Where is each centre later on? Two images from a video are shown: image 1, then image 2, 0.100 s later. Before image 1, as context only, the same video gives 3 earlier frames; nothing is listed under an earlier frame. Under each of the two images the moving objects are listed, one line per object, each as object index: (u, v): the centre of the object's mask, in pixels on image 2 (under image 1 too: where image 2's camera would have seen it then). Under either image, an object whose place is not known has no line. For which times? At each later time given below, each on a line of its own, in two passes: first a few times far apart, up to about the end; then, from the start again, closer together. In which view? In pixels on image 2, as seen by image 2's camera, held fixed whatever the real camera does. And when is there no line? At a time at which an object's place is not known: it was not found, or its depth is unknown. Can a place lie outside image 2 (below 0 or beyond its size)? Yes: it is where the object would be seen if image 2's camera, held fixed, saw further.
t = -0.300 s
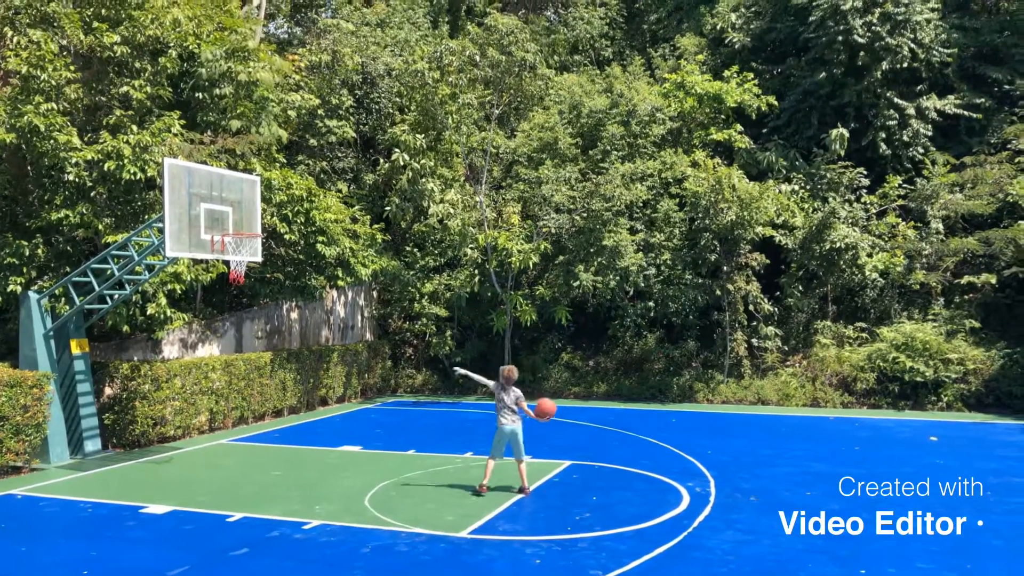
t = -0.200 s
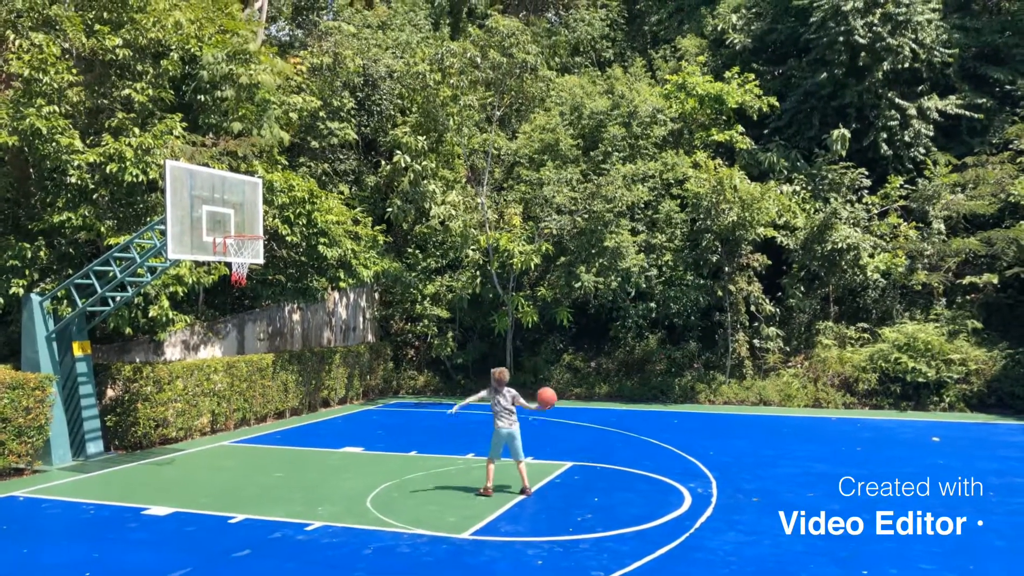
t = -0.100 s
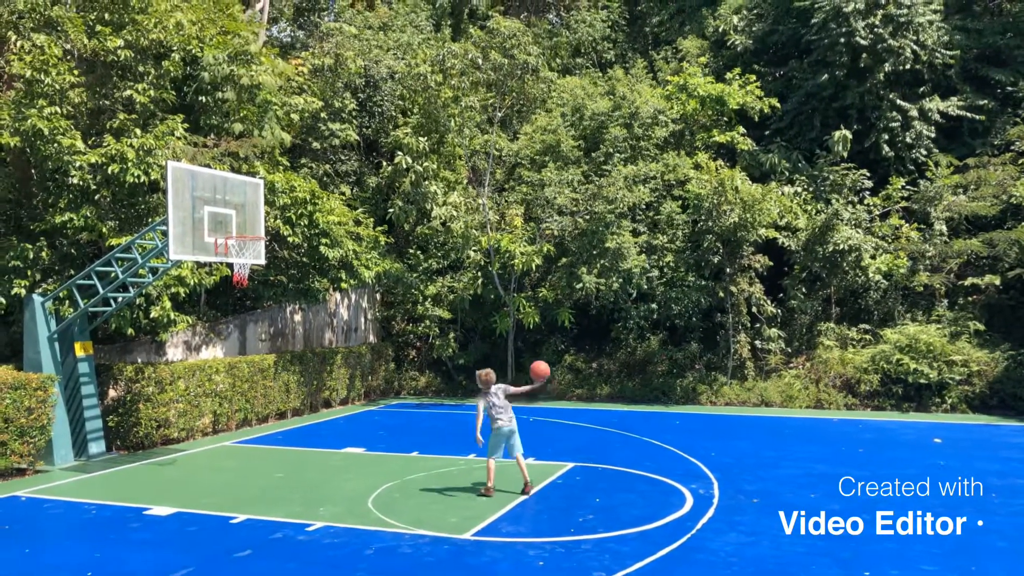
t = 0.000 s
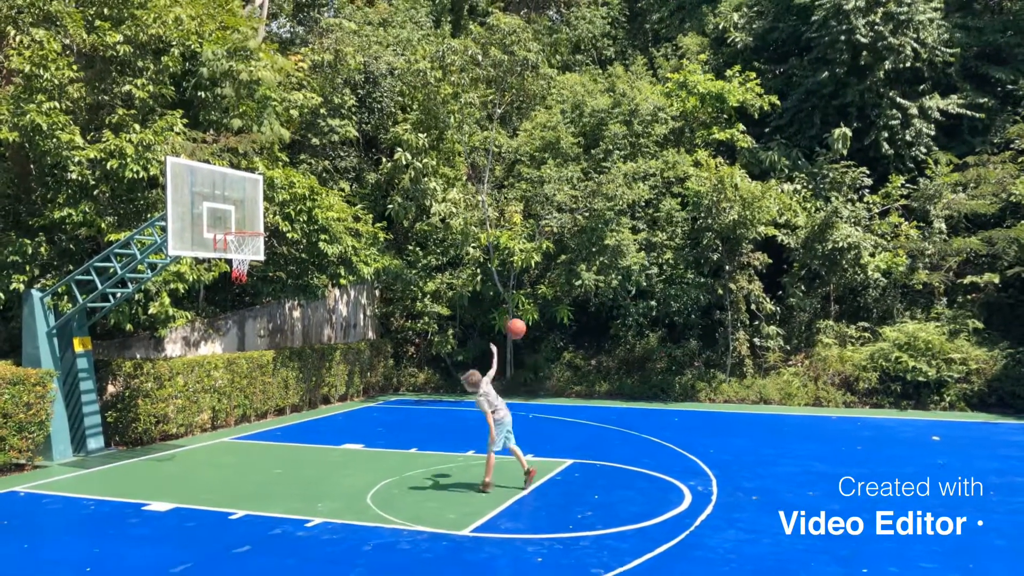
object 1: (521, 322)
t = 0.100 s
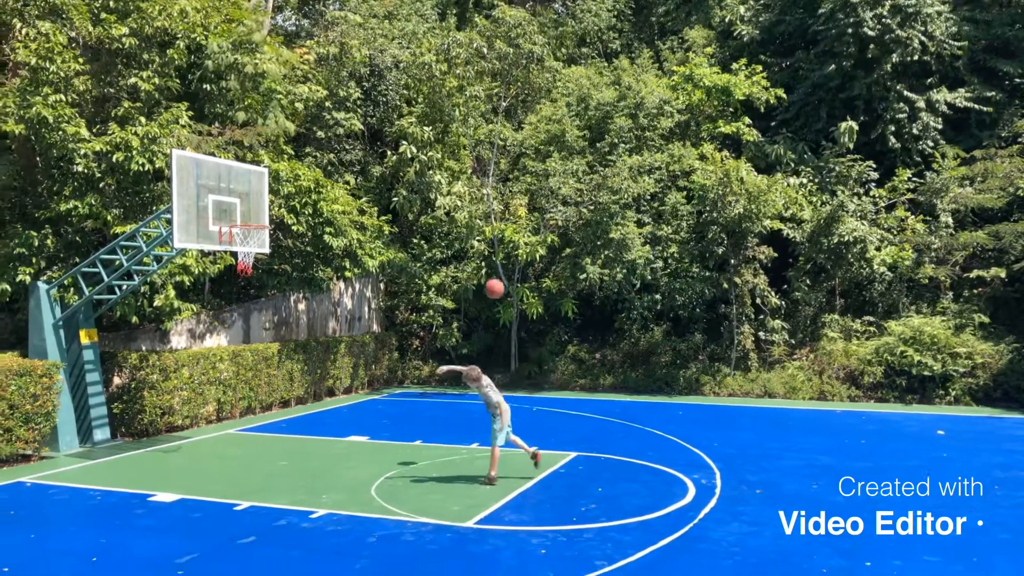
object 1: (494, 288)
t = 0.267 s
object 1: (454, 253)
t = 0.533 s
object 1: (394, 241)
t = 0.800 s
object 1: (339, 282)
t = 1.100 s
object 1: (282, 381)
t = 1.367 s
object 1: (255, 389)
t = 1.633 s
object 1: (243, 322)
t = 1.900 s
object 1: (234, 304)
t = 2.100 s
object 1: (226, 319)
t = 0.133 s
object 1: (486, 280)
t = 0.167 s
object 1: (478, 272)
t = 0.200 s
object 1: (470, 264)
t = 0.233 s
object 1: (461, 258)
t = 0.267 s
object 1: (454, 253)
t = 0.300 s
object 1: (446, 248)
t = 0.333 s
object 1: (438, 245)
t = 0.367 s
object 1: (432, 242)
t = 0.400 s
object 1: (423, 239)
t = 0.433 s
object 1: (415, 239)
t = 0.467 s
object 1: (408, 239)
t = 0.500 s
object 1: (401, 240)
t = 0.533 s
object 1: (394, 241)
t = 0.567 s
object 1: (386, 244)
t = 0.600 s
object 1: (379, 247)
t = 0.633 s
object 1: (372, 251)
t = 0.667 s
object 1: (366, 255)
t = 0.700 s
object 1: (359, 261)
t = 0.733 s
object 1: (353, 268)
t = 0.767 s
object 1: (346, 273)
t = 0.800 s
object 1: (339, 282)
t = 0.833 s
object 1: (332, 289)
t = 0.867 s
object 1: (326, 299)
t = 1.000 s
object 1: (301, 341)
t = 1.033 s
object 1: (294, 353)
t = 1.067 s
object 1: (288, 366)
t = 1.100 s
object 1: (282, 381)
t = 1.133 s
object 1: (276, 395)
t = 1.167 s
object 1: (269, 408)
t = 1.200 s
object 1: (263, 425)
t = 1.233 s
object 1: (258, 440)
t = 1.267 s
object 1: (257, 426)
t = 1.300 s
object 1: (256, 412)
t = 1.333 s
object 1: (254, 400)
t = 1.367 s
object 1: (255, 389)
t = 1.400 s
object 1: (253, 376)
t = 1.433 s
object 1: (250, 367)
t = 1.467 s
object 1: (250, 358)
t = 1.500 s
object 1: (248, 349)
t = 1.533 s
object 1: (248, 341)
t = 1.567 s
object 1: (246, 334)
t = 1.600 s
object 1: (244, 327)
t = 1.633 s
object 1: (243, 322)
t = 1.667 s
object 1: (242, 317)
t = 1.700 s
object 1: (241, 313)
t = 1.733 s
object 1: (240, 309)
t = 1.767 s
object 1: (239, 307)
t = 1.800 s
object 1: (237, 305)
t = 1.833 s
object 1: (236, 304)
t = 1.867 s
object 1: (235, 304)
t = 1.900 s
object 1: (234, 304)
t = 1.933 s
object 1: (233, 305)
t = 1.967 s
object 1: (231, 306)
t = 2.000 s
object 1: (230, 307)
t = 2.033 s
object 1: (229, 311)
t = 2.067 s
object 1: (228, 315)
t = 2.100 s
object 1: (226, 319)
